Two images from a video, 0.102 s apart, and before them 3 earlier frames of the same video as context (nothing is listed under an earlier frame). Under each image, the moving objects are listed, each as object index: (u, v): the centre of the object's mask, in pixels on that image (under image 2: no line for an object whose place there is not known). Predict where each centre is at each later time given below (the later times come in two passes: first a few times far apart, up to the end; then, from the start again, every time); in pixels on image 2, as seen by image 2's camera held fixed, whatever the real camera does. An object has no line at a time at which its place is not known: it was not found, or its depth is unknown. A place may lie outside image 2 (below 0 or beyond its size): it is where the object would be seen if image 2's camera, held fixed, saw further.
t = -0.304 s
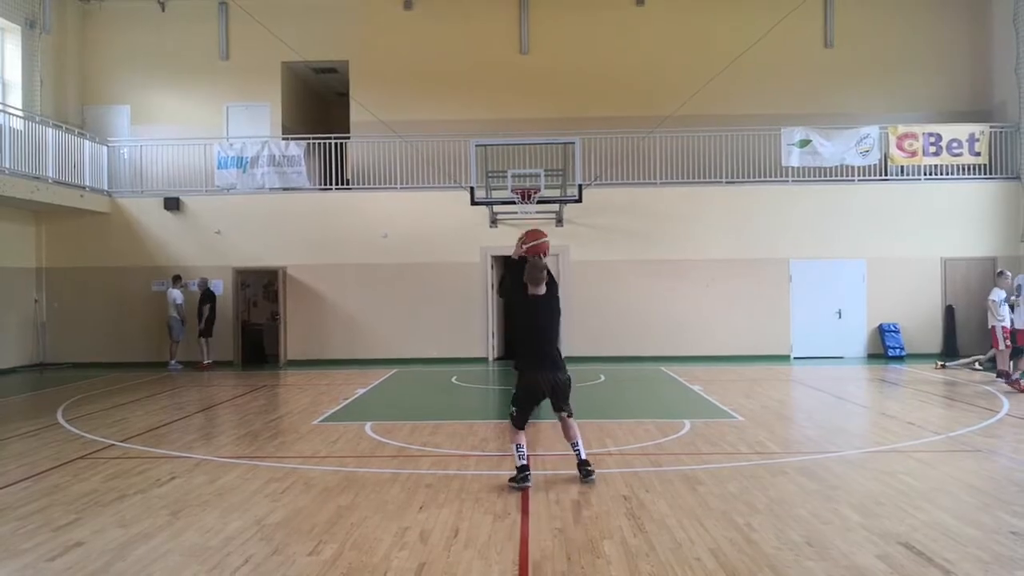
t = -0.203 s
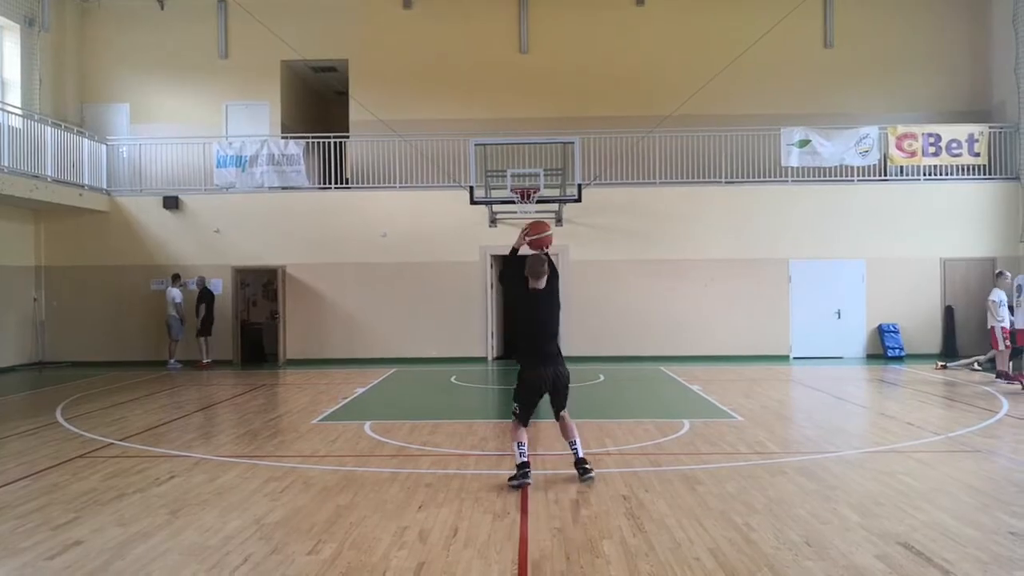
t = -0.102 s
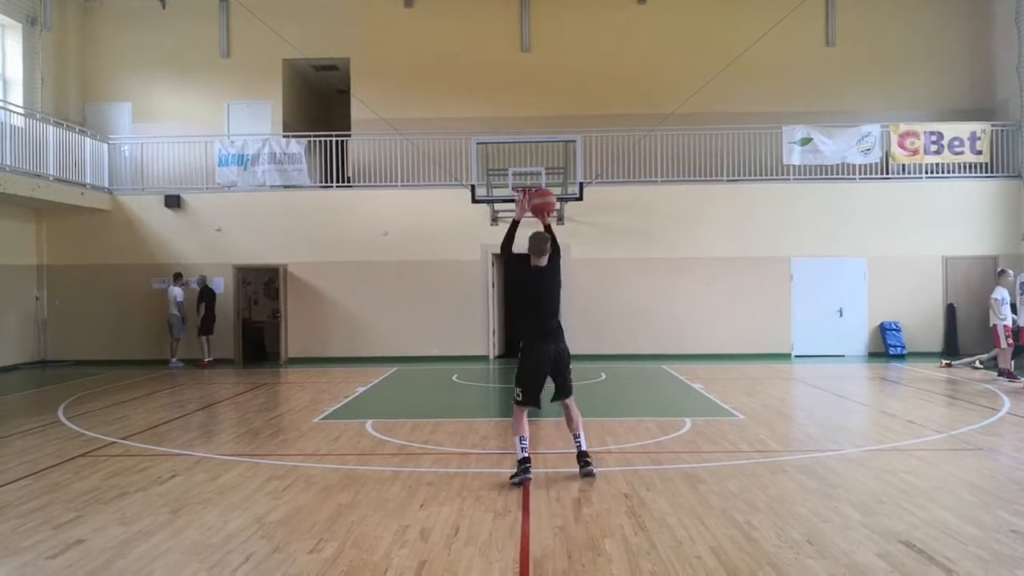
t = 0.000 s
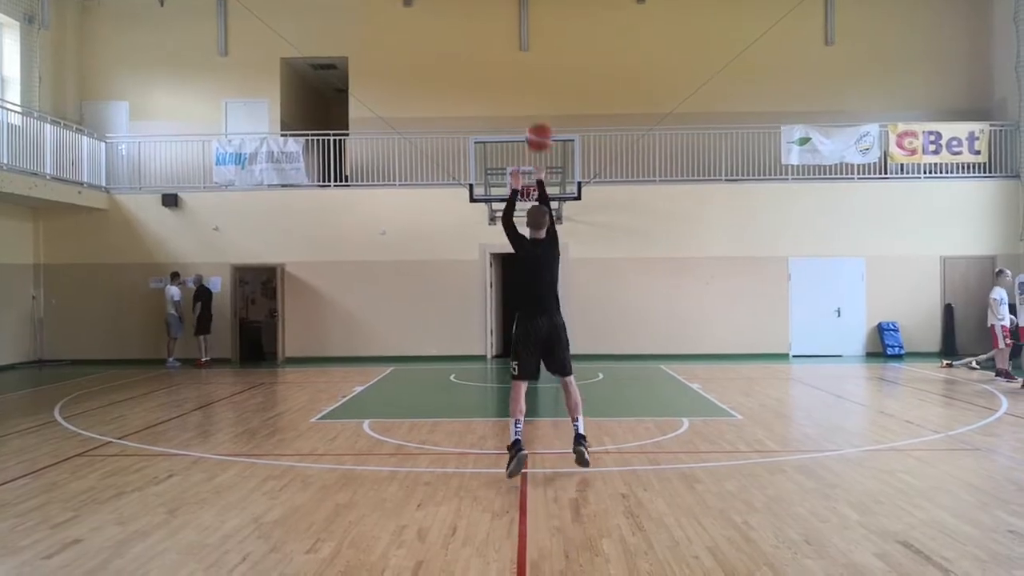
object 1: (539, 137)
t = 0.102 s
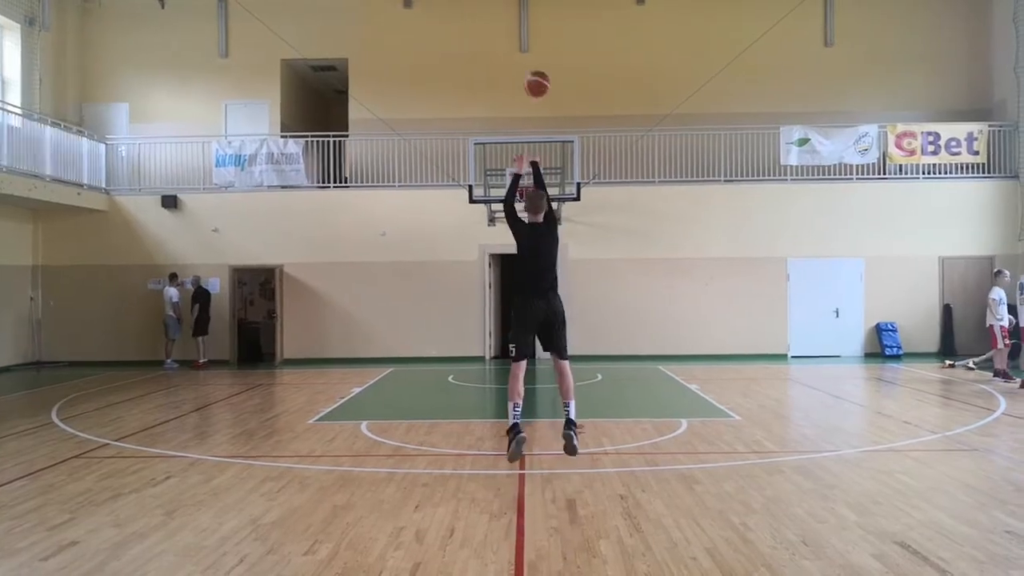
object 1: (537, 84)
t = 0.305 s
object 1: (533, 23)
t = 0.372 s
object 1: (532, 12)
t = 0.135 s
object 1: (535, 69)
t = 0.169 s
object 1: (534, 58)
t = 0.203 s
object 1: (535, 46)
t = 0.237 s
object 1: (534, 36)
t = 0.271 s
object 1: (534, 29)
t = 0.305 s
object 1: (533, 23)
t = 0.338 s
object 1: (533, 17)
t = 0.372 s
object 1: (532, 12)
